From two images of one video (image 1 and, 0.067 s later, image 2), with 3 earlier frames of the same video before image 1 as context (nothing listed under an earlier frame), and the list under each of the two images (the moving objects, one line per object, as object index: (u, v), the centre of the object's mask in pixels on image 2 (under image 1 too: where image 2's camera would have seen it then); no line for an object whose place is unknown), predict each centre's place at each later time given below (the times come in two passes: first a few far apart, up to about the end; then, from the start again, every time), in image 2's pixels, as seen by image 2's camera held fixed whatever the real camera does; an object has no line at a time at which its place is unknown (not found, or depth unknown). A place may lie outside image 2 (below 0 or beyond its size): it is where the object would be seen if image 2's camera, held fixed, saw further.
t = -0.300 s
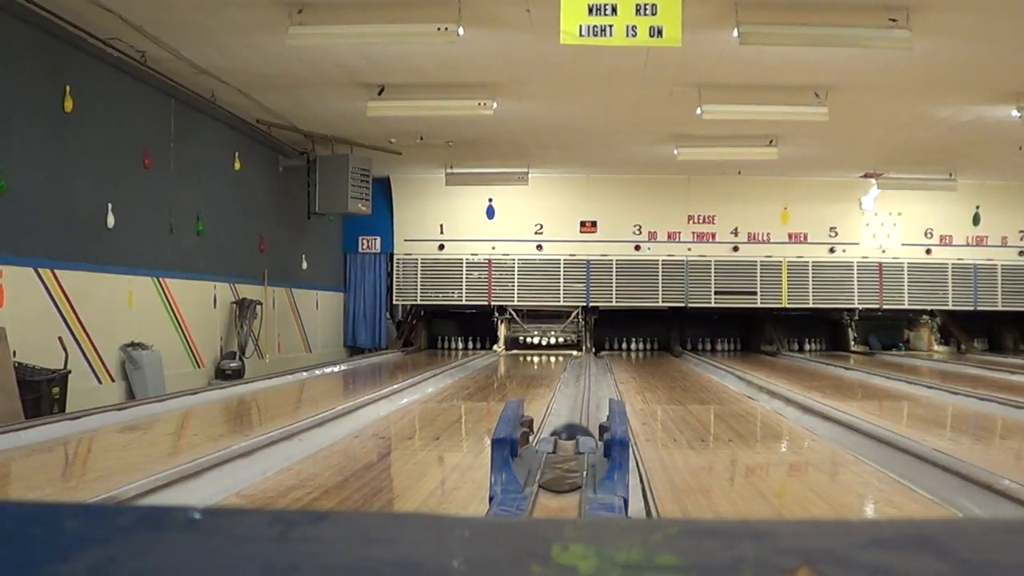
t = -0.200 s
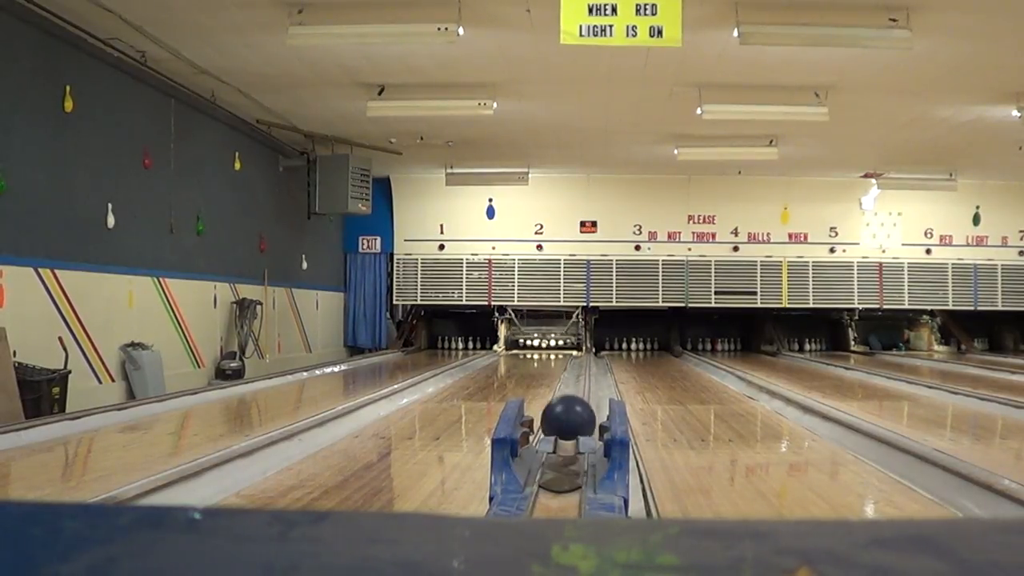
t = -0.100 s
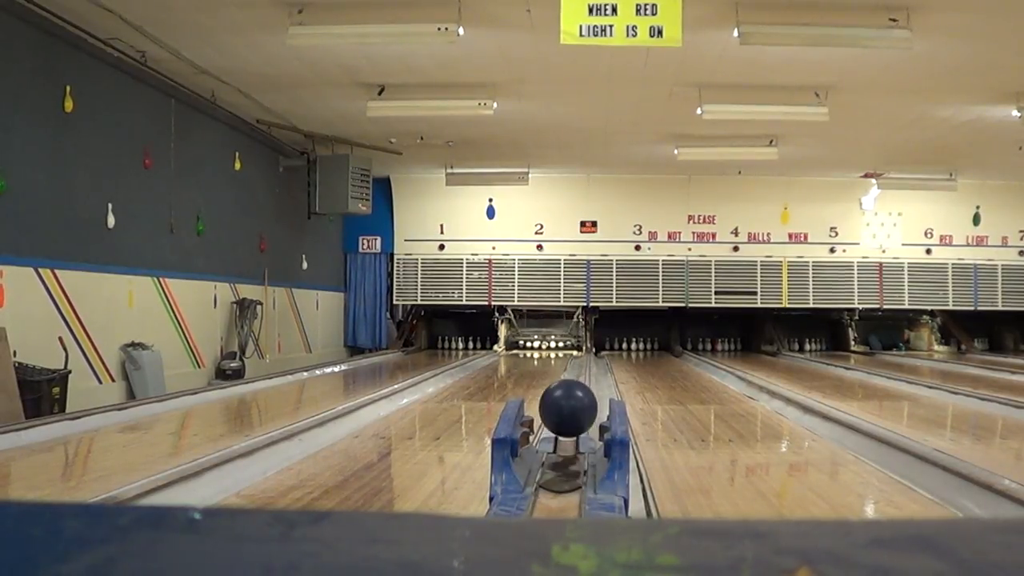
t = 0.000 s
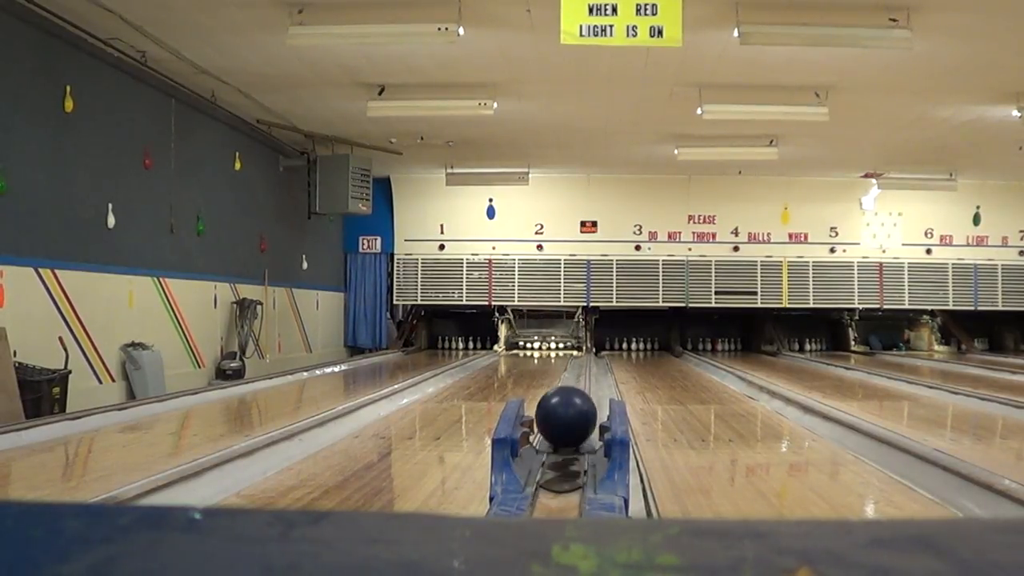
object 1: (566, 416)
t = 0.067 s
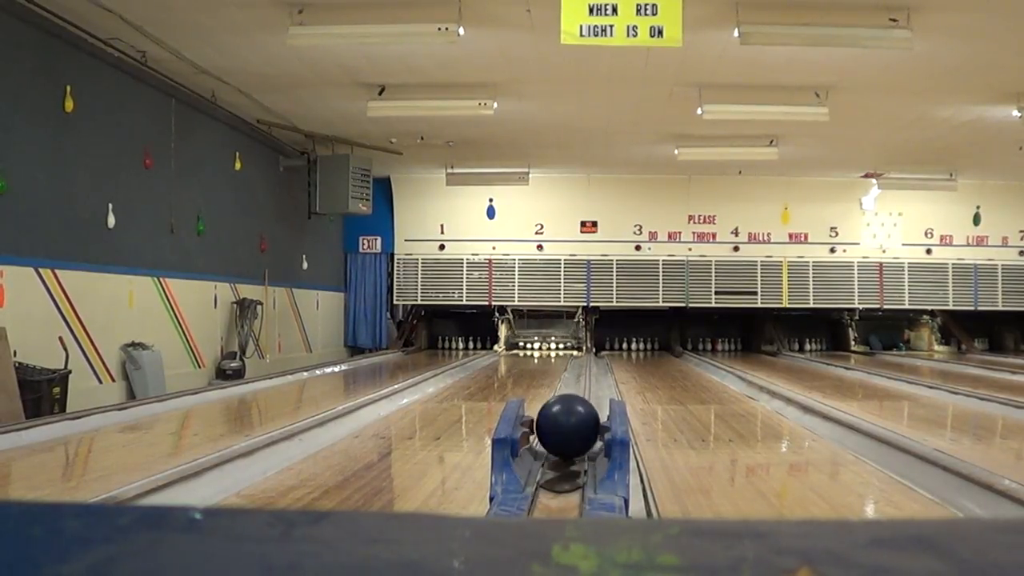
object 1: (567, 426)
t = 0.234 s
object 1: (572, 436)
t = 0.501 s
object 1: (559, 457)
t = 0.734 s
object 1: (556, 470)
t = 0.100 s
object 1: (569, 430)
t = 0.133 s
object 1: (564, 431)
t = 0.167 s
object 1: (557, 435)
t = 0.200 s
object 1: (563, 433)
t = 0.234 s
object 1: (572, 436)
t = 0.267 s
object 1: (574, 437)
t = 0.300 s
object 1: (572, 440)
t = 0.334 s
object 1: (568, 444)
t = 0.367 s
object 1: (563, 445)
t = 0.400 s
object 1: (559, 449)
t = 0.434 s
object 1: (556, 450)
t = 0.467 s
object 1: (558, 454)
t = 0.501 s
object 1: (559, 457)
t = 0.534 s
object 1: (559, 458)
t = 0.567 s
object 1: (559, 460)
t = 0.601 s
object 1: (558, 462)
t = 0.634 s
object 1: (558, 464)
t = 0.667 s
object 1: (557, 466)
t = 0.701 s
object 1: (557, 468)
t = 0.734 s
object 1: (556, 470)
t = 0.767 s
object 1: (556, 472)
